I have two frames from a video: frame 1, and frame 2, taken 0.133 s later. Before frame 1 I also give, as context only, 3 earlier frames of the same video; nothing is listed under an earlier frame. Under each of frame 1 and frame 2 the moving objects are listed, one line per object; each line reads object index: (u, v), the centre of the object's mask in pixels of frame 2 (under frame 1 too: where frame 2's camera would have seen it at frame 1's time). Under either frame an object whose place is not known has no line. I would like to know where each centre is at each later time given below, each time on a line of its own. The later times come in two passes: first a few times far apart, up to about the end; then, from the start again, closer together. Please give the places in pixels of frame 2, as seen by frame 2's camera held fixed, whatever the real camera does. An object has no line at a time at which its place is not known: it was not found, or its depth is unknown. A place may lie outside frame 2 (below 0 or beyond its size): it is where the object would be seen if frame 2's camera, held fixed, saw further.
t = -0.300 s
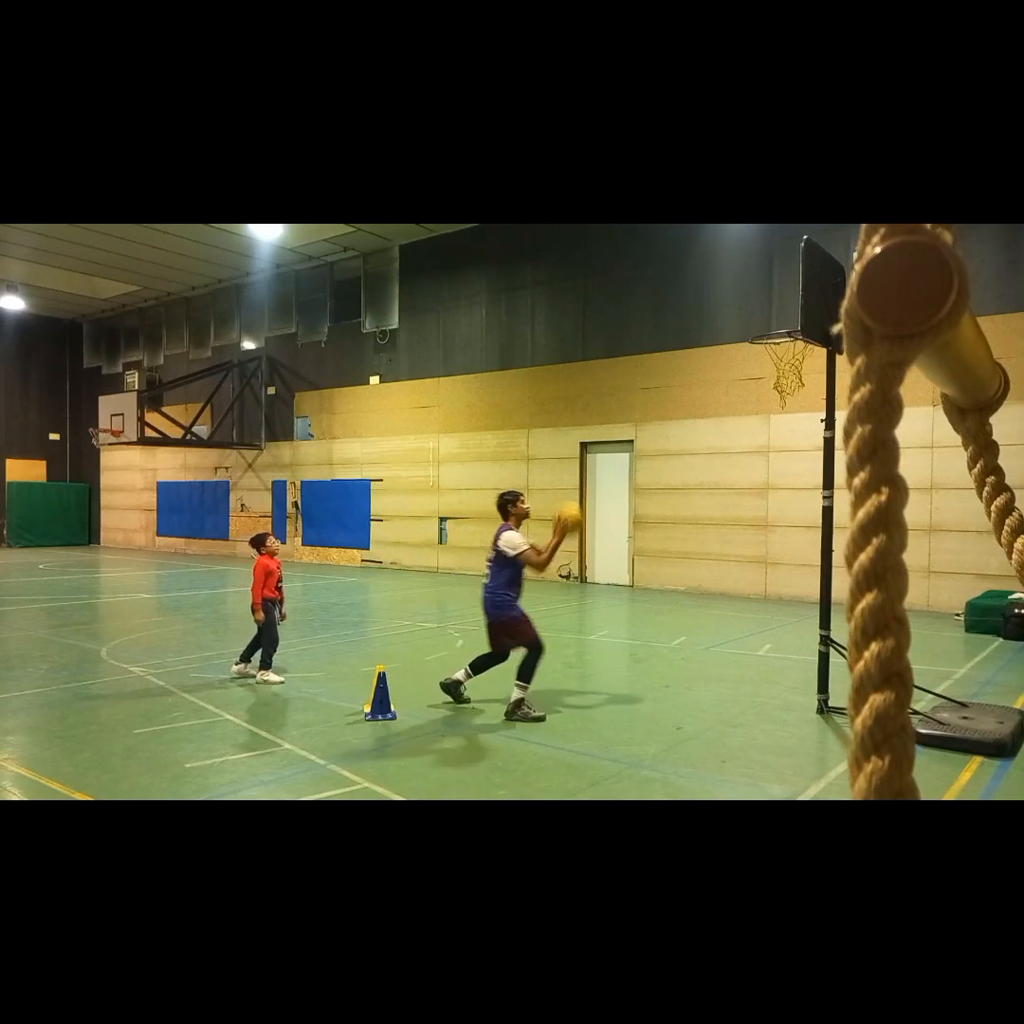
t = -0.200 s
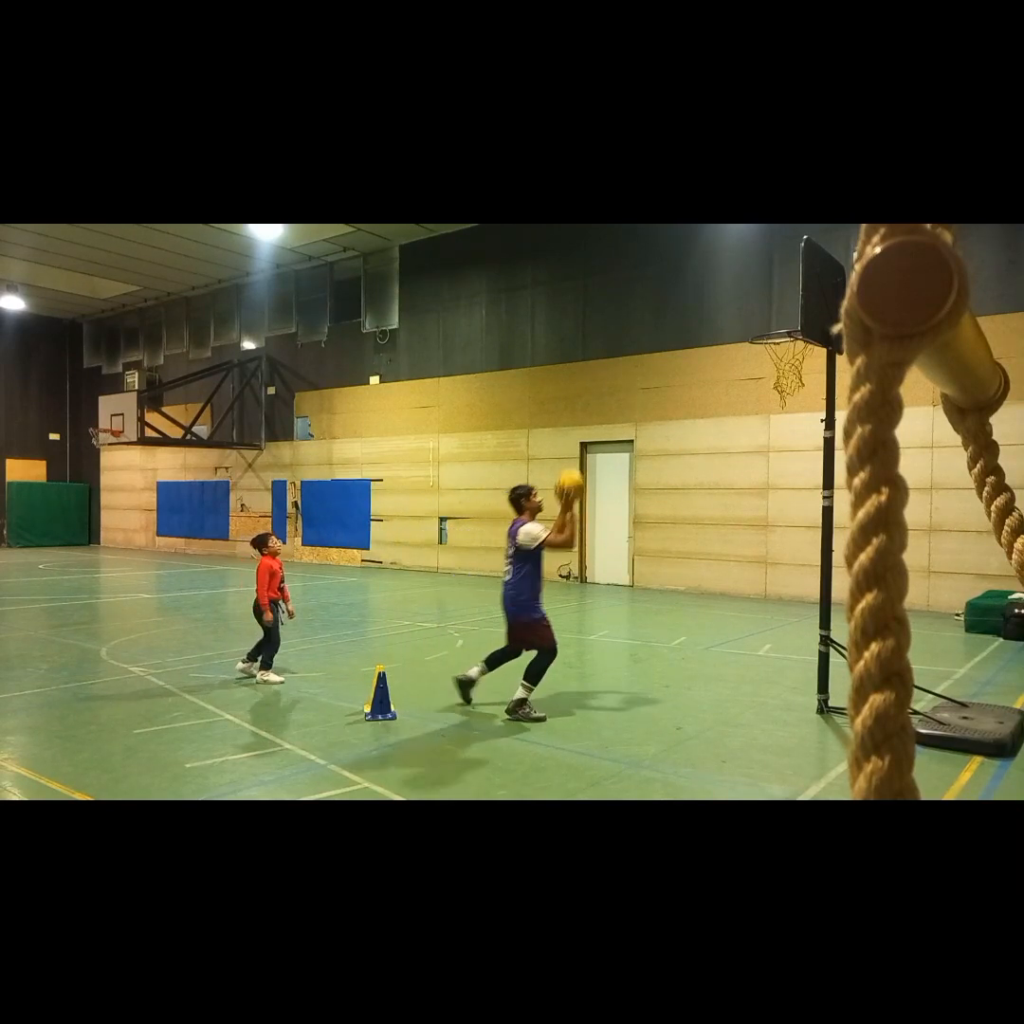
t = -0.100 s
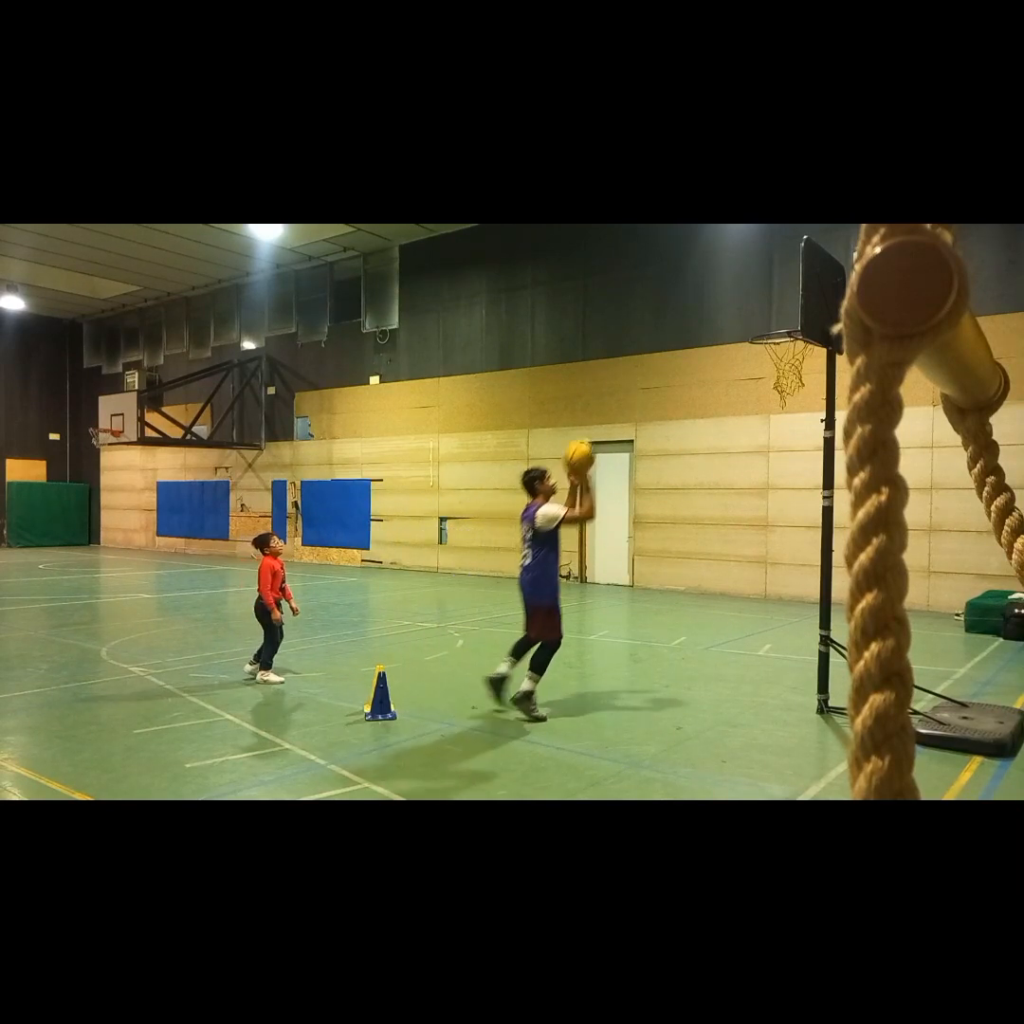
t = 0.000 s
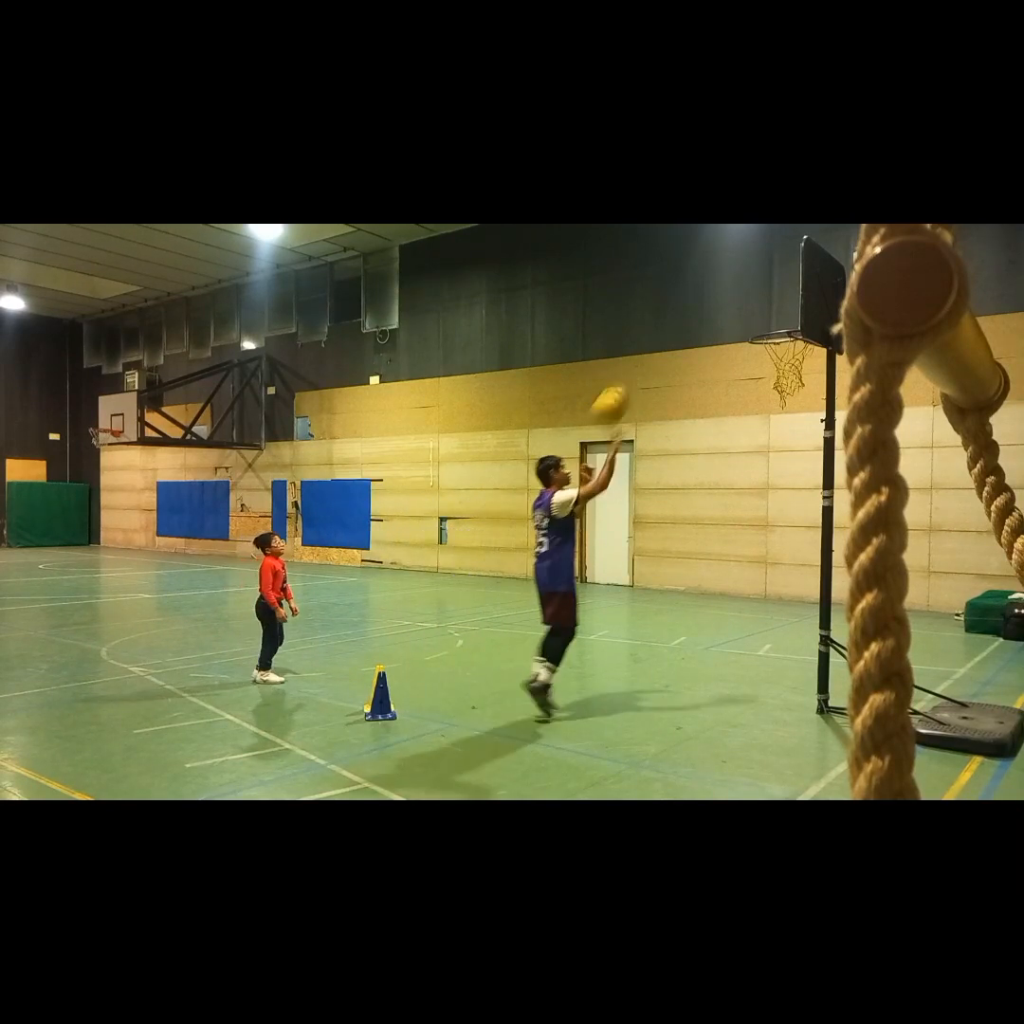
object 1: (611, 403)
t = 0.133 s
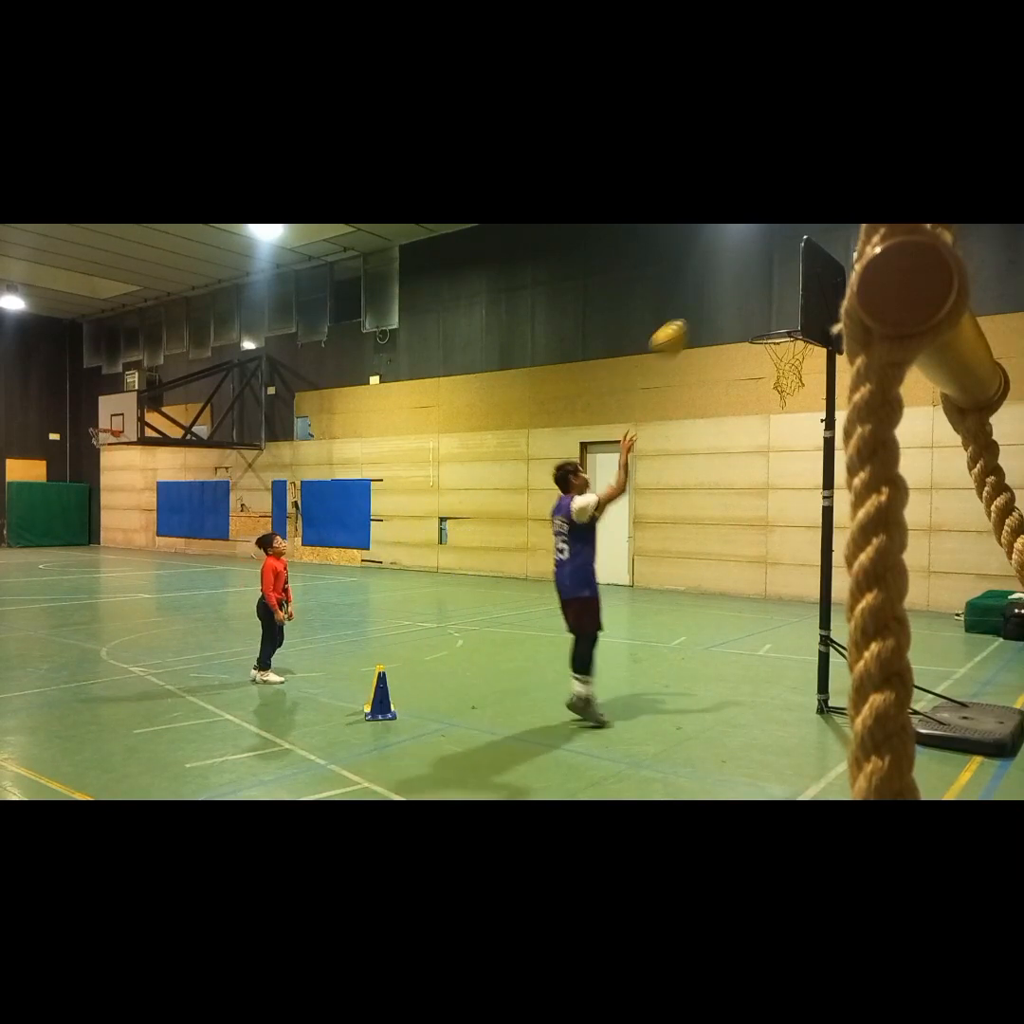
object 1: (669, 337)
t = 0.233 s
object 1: (713, 306)
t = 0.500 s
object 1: (793, 290)
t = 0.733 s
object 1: (793, 365)
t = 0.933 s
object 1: (788, 448)
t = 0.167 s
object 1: (685, 325)
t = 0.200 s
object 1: (699, 315)
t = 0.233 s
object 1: (713, 306)
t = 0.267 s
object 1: (727, 294)
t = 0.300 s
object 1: (741, 287)
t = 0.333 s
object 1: (755, 283)
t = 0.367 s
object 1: (771, 281)
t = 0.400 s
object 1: (783, 279)
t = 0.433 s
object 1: (792, 280)
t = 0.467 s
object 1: (793, 284)
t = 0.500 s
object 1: (793, 290)
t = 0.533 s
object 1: (793, 296)
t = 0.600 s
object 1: (791, 314)
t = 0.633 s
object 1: (790, 320)
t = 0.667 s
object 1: (789, 339)
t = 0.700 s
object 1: (789, 352)
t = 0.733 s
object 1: (793, 365)
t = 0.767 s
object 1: (789, 378)
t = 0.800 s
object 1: (789, 393)
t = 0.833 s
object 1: (787, 403)
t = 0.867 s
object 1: (787, 416)
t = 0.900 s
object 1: (787, 430)
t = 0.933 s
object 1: (788, 448)
